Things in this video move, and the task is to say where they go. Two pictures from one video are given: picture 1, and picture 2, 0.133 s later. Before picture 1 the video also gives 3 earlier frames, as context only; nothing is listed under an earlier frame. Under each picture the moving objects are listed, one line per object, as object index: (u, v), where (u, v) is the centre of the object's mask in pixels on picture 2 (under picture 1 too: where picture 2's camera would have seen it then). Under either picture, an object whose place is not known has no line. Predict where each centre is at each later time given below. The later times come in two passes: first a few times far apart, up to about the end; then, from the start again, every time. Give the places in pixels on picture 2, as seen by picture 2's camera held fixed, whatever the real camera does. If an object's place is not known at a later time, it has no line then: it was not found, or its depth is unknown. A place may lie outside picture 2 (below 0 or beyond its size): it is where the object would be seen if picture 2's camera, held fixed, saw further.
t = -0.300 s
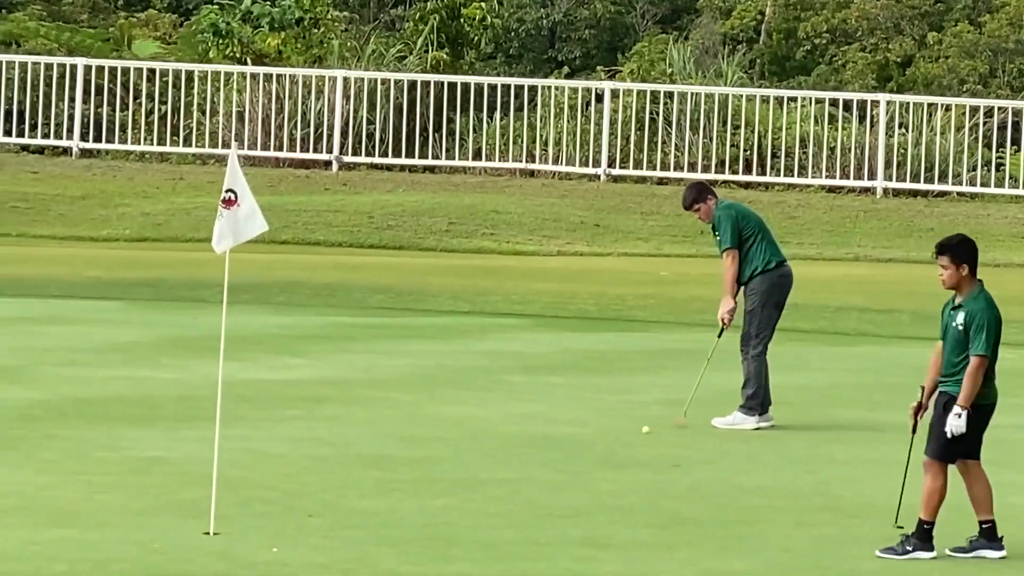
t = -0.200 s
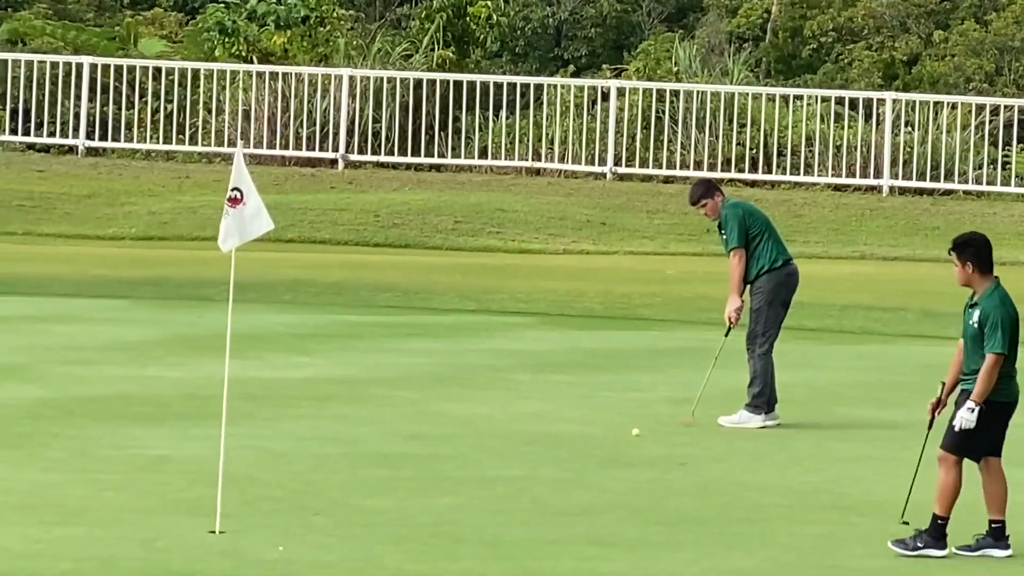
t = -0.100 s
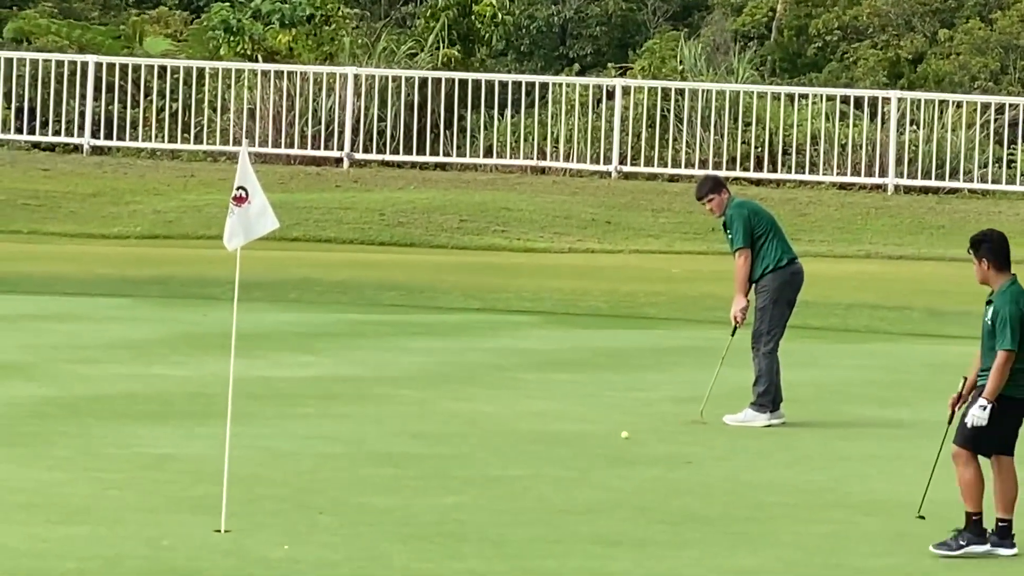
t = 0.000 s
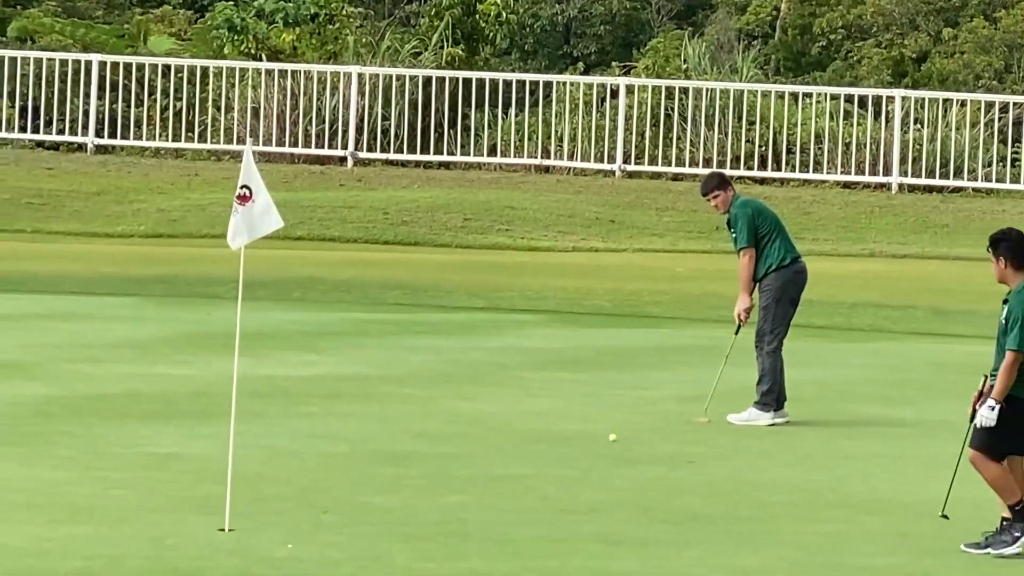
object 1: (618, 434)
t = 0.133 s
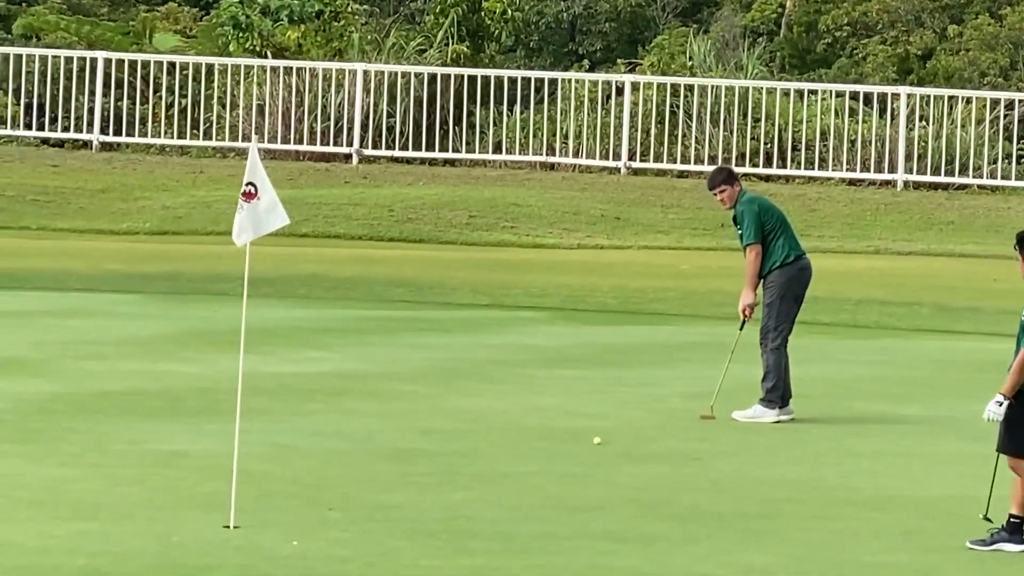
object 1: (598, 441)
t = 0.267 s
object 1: (576, 446)
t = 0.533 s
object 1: (534, 456)
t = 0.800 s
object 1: (490, 466)
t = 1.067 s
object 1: (446, 476)
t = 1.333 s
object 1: (401, 486)
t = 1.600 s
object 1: (358, 494)
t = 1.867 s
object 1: (317, 503)
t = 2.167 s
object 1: (272, 511)
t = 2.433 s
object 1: (235, 517)
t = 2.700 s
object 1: (201, 523)
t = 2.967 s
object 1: (171, 529)
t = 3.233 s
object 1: (144, 533)
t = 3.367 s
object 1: (132, 535)
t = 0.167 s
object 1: (591, 442)
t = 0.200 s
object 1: (587, 443)
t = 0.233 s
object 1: (582, 445)
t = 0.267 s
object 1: (576, 446)
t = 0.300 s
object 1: (571, 447)
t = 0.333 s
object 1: (566, 448)
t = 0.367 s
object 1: (561, 450)
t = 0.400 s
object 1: (555, 451)
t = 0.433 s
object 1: (550, 452)
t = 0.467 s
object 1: (545, 454)
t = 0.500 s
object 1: (539, 455)
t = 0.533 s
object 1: (534, 456)
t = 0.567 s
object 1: (529, 457)
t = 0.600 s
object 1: (523, 458)
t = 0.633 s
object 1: (518, 460)
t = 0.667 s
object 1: (513, 461)
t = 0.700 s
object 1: (507, 462)
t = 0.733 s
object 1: (501, 463)
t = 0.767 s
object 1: (496, 465)
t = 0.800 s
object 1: (490, 466)
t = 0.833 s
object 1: (485, 467)
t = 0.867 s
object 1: (479, 468)
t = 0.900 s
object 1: (474, 469)
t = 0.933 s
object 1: (468, 470)
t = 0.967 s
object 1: (463, 472)
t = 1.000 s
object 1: (457, 473)
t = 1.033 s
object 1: (451, 474)
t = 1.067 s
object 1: (446, 476)
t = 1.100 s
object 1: (441, 477)
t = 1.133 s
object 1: (435, 478)
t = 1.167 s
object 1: (429, 479)
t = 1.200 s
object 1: (424, 480)
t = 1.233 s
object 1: (418, 481)
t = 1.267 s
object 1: (412, 483)
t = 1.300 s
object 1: (407, 484)
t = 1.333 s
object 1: (401, 486)
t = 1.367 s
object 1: (396, 486)
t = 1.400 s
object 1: (391, 488)
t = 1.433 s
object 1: (385, 489)
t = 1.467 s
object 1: (380, 490)
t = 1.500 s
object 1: (374, 491)
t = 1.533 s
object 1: (369, 492)
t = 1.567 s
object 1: (363, 493)
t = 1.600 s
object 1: (358, 494)
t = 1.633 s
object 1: (353, 495)
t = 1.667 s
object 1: (347, 496)
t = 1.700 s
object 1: (343, 497)
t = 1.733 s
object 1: (337, 499)
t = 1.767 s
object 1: (332, 499)
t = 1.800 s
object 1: (327, 501)
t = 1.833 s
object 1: (322, 501)
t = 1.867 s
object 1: (317, 503)
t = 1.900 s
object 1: (312, 503)
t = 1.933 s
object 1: (307, 504)
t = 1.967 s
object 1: (301, 505)
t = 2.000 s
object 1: (296, 506)
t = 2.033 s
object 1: (291, 507)
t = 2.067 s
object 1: (287, 508)
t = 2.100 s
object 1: (281, 509)
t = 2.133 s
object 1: (277, 510)
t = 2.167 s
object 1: (272, 511)
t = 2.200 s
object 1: (267, 512)
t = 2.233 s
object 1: (262, 513)
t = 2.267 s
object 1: (257, 513)
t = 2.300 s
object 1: (253, 514)
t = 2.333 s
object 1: (248, 515)
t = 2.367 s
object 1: (244, 516)
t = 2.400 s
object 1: (239, 517)
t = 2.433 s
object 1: (235, 517)
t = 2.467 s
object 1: (229, 518)
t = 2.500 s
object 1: (225, 519)
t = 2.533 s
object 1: (221, 520)
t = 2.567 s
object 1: (217, 520)
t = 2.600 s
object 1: (213, 521)
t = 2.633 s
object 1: (209, 522)
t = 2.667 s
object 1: (205, 523)
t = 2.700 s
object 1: (201, 523)
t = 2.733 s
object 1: (197, 524)
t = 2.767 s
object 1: (193, 525)
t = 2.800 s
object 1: (189, 526)
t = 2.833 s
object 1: (185, 526)
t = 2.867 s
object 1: (181, 527)
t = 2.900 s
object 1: (177, 528)
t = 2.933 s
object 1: (174, 528)
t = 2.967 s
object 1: (171, 529)
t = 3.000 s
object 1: (167, 529)
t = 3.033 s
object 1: (164, 530)
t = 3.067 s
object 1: (160, 531)
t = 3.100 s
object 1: (157, 531)
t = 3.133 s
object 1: (154, 532)
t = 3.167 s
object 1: (150, 532)
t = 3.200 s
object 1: (147, 533)
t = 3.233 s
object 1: (144, 533)
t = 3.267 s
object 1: (141, 534)
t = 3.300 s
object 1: (138, 534)
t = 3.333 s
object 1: (135, 535)
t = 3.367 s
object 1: (132, 535)
